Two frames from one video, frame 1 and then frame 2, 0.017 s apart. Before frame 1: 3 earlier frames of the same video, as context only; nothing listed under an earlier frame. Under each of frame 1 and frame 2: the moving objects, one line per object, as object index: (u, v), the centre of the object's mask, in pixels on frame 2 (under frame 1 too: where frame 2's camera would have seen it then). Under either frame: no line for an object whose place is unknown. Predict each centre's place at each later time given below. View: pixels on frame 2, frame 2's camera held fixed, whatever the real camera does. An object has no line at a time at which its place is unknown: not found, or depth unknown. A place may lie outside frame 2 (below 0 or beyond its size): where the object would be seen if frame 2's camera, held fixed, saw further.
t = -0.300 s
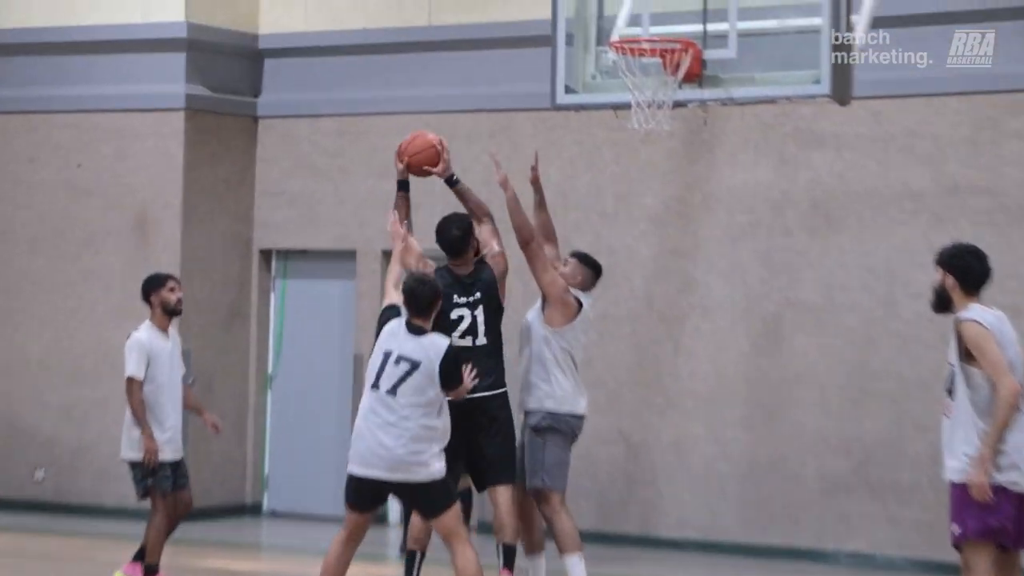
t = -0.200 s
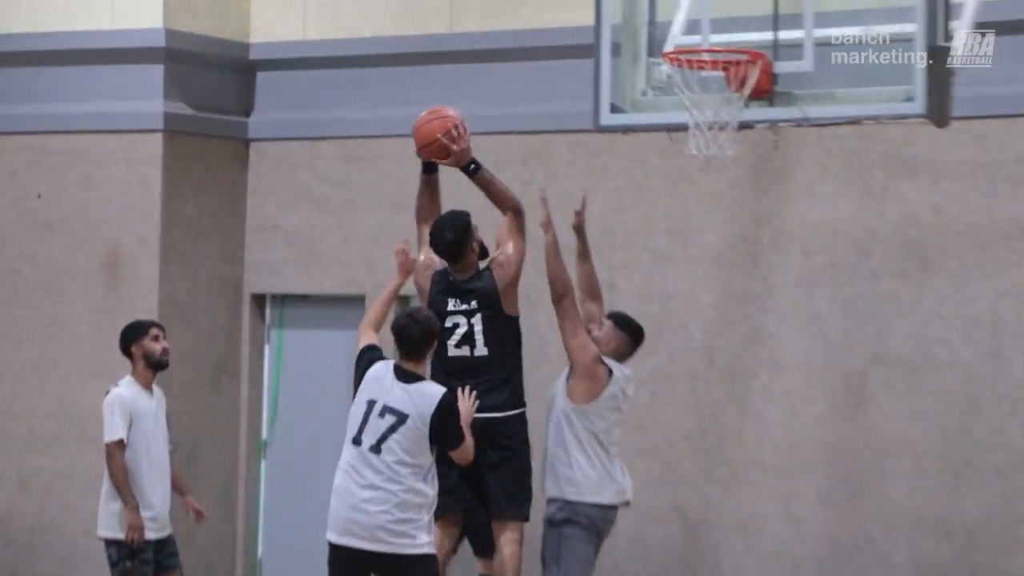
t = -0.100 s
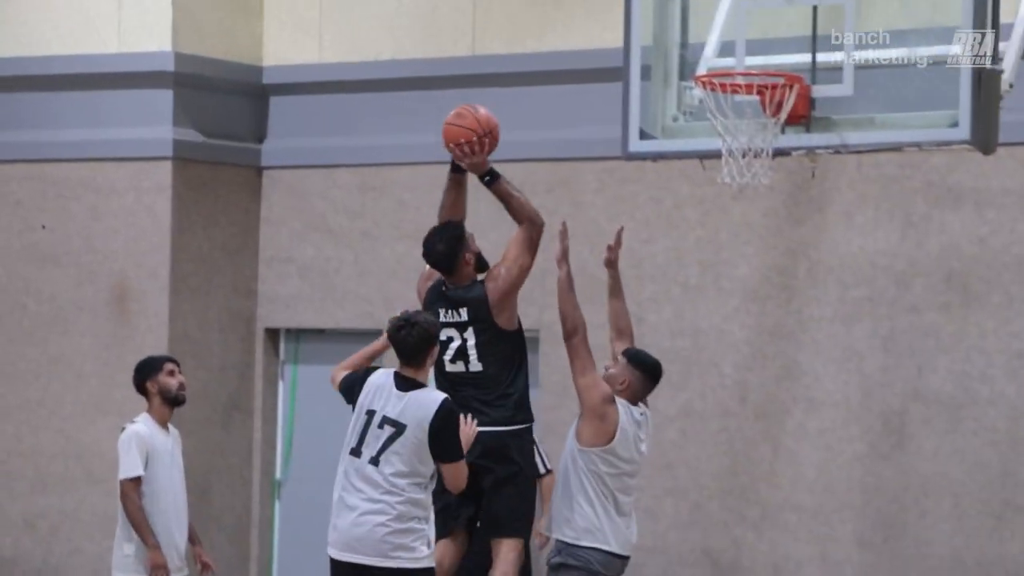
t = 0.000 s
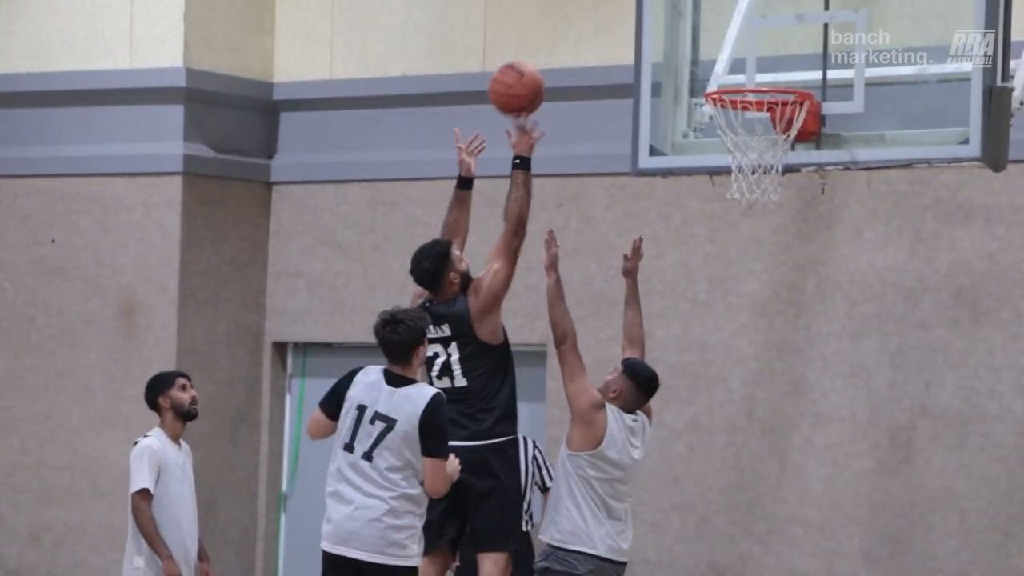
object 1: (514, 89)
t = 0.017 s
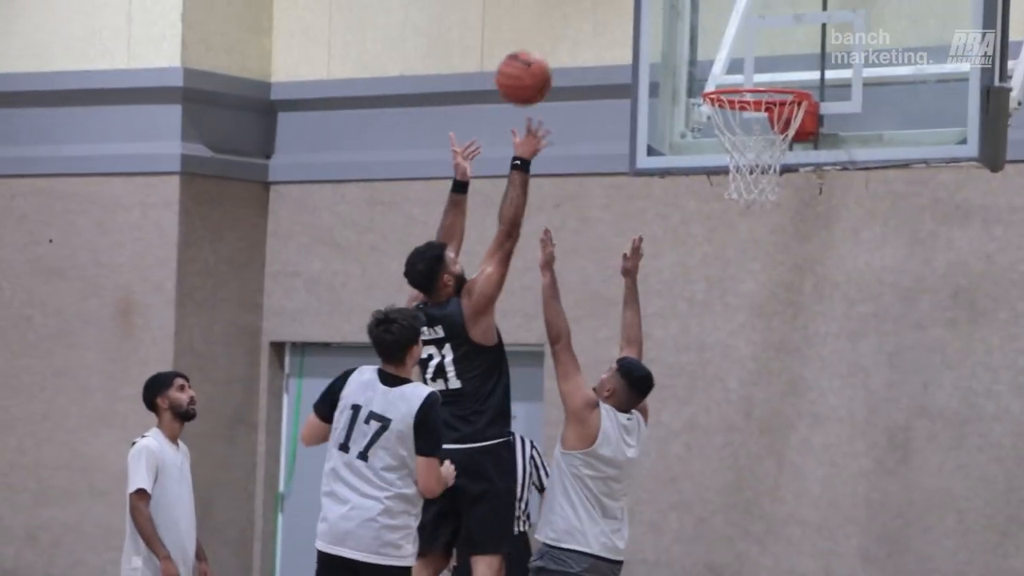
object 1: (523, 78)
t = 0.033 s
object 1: (532, 68)
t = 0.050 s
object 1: (541, 59)
